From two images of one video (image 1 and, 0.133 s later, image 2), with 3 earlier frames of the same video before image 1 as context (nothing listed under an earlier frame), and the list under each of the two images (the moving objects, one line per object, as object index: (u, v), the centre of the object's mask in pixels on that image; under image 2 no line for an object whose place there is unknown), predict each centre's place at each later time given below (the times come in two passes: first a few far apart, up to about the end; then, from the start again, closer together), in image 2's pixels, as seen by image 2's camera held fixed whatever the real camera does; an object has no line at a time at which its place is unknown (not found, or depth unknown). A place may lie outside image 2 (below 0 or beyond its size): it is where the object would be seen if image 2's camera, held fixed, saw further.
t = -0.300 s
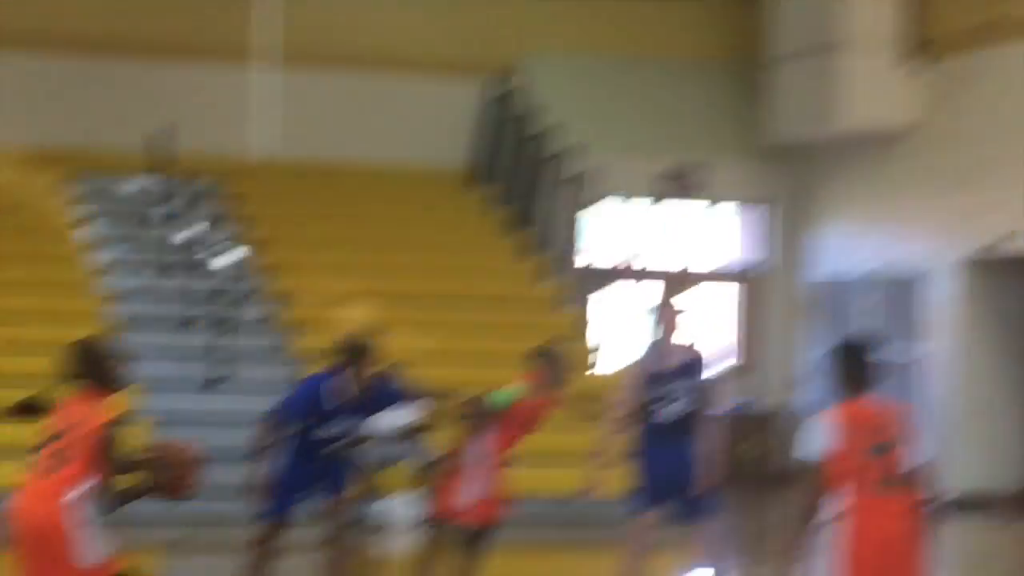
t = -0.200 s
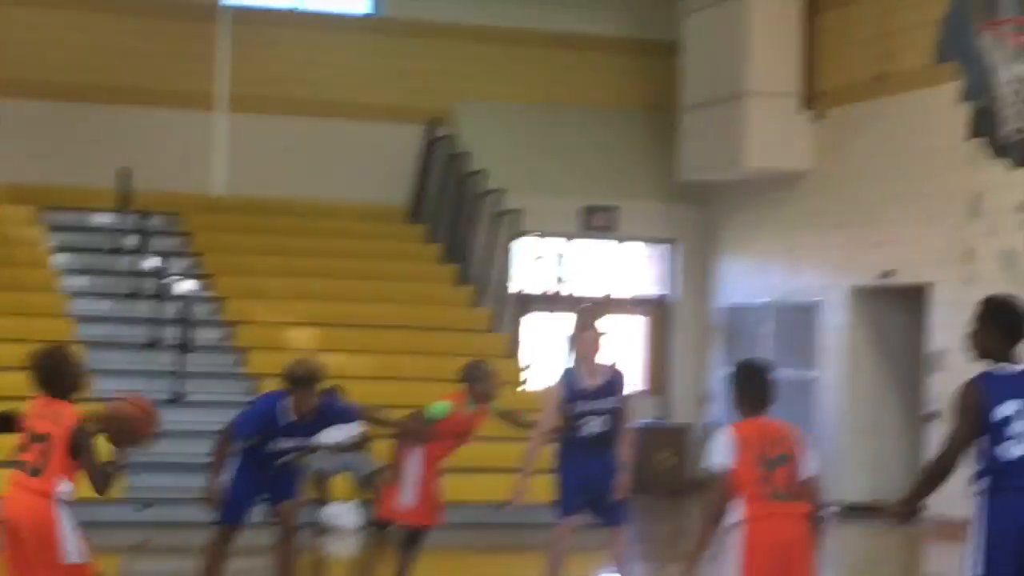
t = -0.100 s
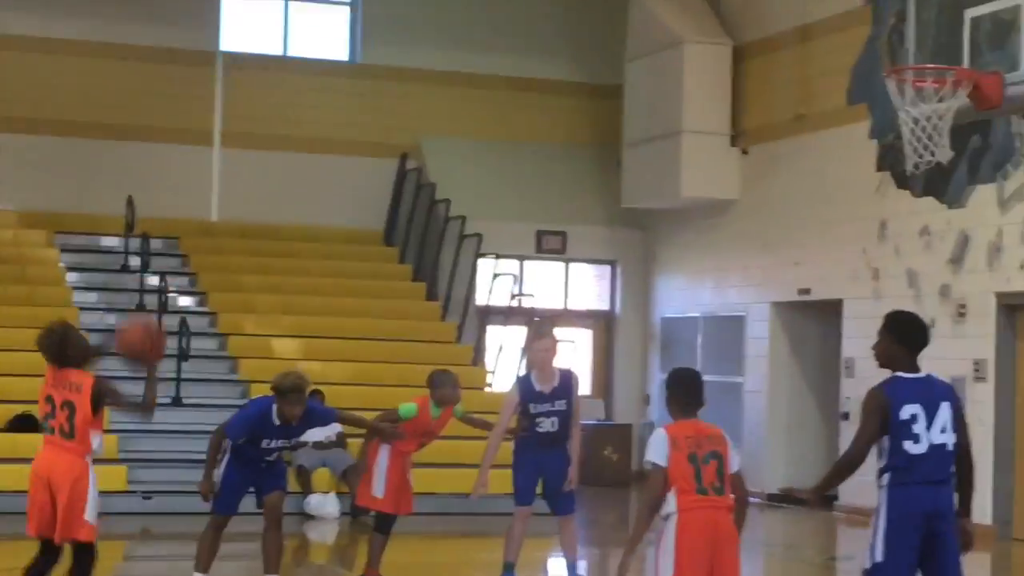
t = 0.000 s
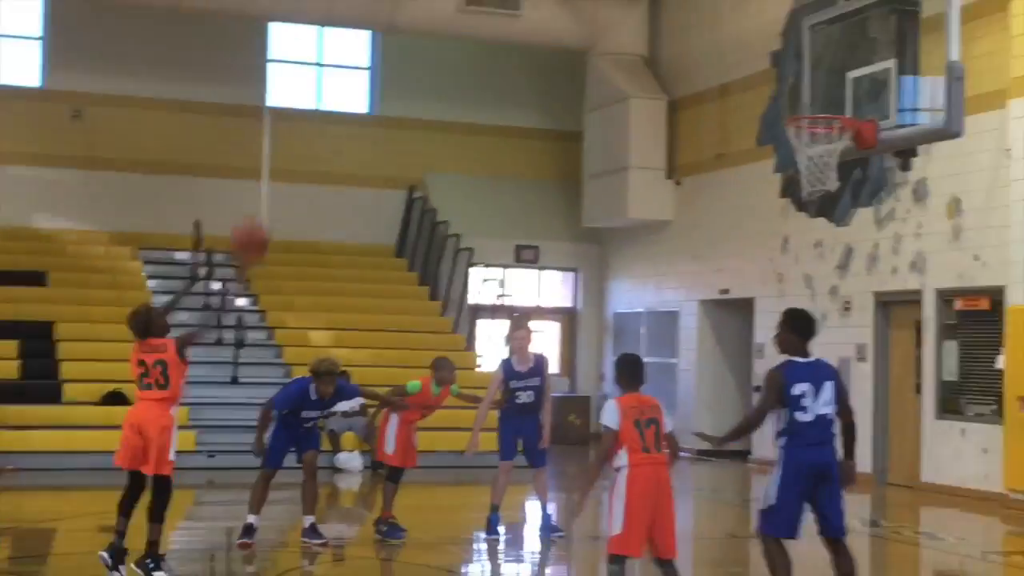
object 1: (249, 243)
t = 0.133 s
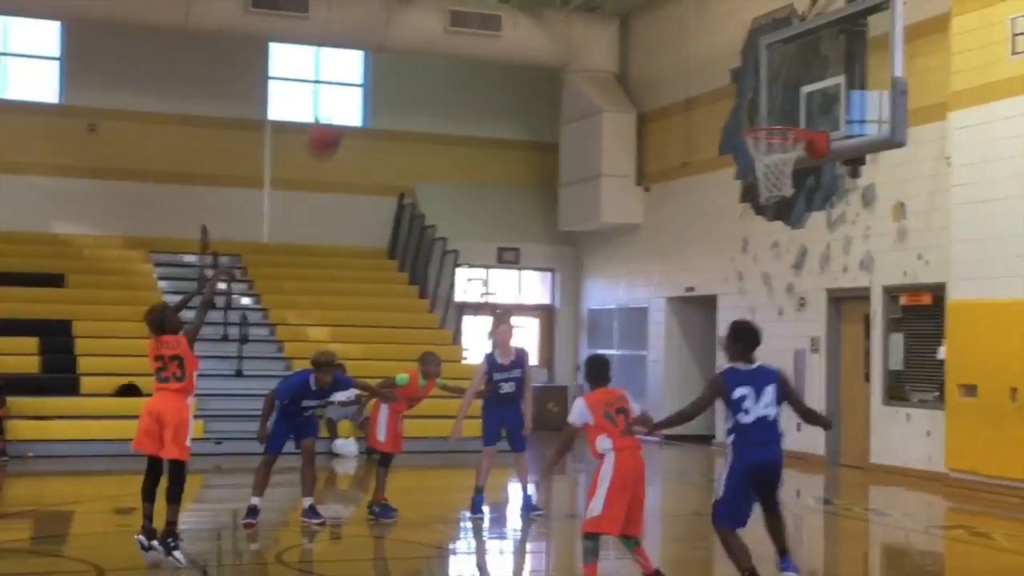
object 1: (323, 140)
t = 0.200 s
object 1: (359, 96)
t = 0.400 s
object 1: (457, 15)
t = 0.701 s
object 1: (590, 4)
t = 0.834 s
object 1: (646, 21)
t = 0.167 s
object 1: (340, 116)
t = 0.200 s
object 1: (359, 96)
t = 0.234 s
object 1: (376, 77)
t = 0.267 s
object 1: (391, 60)
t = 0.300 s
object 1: (407, 45)
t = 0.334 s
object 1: (422, 32)
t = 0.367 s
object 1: (440, 20)
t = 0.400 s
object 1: (457, 15)
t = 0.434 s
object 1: (473, 9)
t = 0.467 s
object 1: (487, 7)
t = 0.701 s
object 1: (590, 4)
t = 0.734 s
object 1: (604, 4)
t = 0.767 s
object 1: (618, 6)
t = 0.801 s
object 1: (631, 10)
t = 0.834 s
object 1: (646, 21)
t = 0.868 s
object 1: (660, 31)
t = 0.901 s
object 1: (673, 44)
